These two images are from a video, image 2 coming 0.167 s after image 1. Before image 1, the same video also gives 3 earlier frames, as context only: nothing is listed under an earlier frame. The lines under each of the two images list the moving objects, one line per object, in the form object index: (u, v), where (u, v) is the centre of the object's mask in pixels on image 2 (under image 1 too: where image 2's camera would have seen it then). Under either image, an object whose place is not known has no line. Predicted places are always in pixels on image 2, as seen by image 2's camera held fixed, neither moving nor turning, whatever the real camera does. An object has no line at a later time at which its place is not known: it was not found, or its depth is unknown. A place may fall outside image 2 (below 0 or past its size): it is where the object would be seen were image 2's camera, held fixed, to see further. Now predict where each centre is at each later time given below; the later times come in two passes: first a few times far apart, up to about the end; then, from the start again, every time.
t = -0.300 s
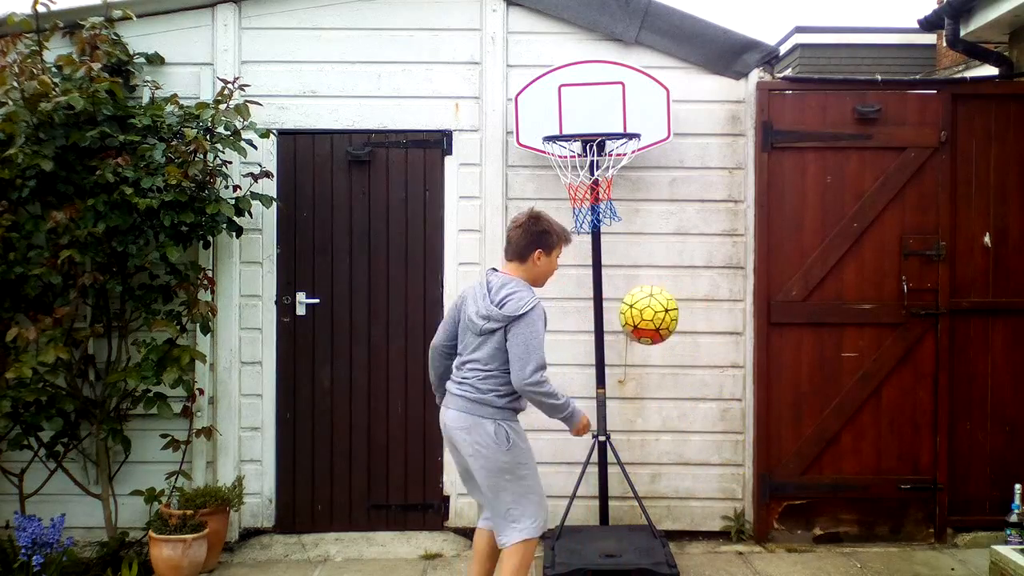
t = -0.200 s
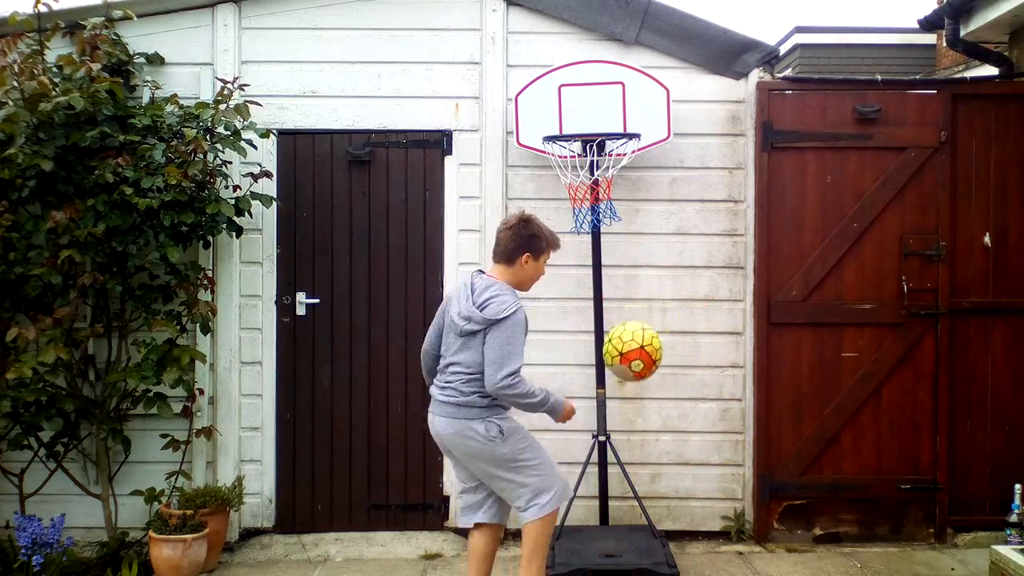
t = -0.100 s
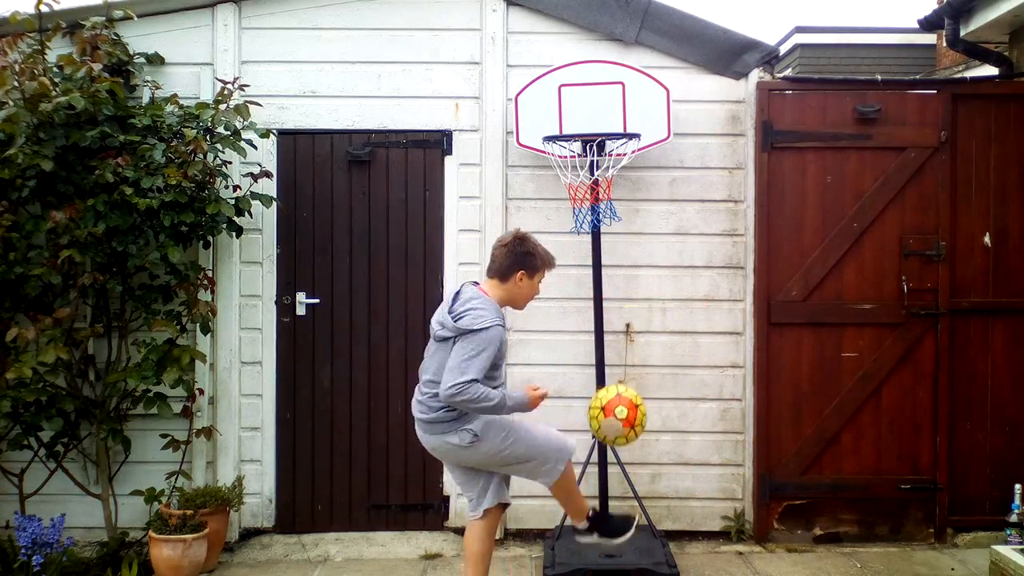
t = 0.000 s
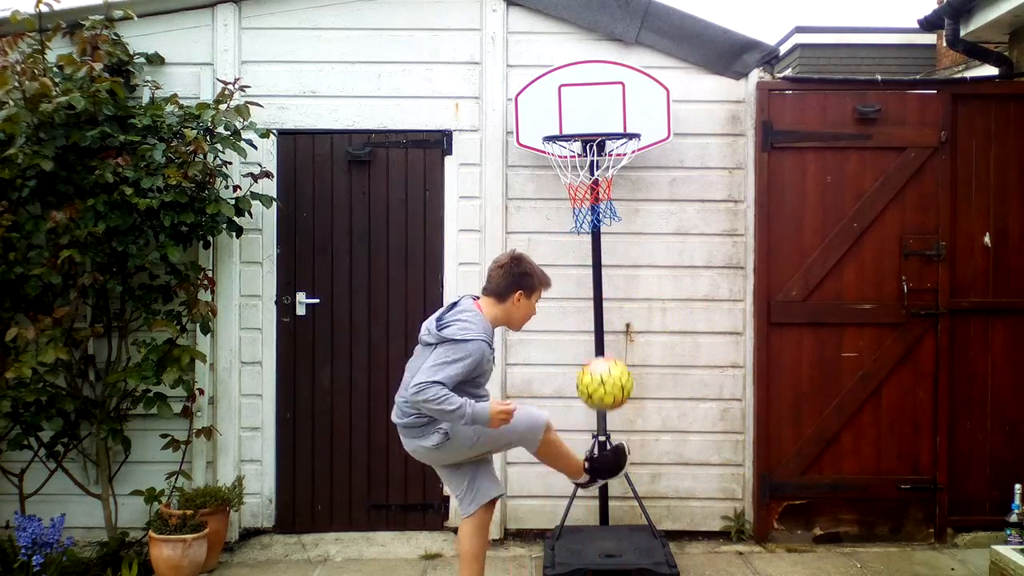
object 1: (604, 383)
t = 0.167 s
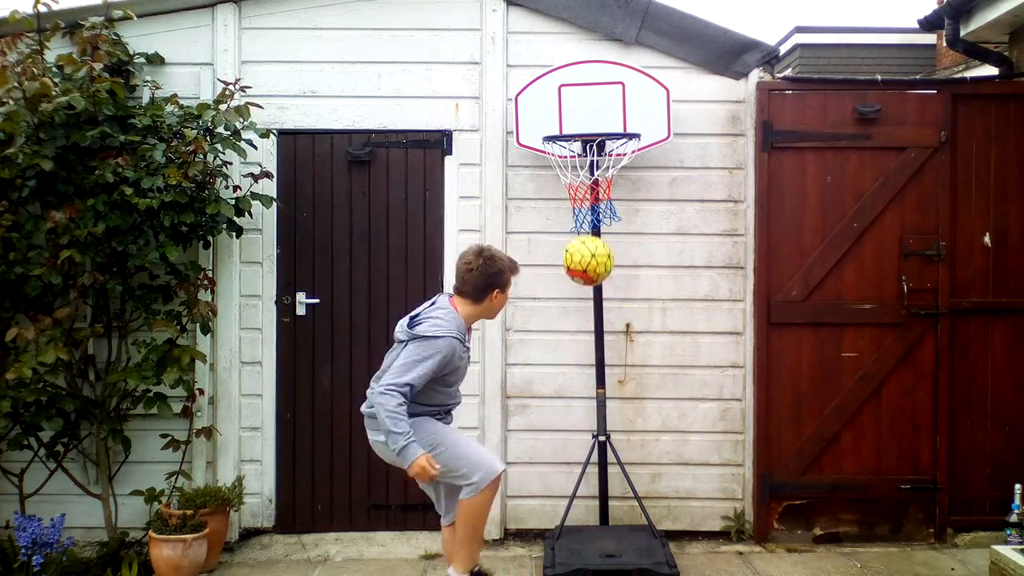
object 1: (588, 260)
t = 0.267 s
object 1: (579, 227)
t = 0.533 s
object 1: (483, 241)
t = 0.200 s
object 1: (585, 246)
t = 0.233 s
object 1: (582, 234)
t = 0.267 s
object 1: (579, 227)
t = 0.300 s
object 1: (571, 221)
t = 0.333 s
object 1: (558, 215)
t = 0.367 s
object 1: (546, 212)
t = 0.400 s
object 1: (534, 213)
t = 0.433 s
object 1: (521, 216)
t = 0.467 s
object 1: (509, 221)
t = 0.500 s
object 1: (496, 230)
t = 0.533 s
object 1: (483, 241)
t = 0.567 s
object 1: (470, 253)
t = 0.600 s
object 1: (457, 268)
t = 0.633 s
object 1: (444, 286)
